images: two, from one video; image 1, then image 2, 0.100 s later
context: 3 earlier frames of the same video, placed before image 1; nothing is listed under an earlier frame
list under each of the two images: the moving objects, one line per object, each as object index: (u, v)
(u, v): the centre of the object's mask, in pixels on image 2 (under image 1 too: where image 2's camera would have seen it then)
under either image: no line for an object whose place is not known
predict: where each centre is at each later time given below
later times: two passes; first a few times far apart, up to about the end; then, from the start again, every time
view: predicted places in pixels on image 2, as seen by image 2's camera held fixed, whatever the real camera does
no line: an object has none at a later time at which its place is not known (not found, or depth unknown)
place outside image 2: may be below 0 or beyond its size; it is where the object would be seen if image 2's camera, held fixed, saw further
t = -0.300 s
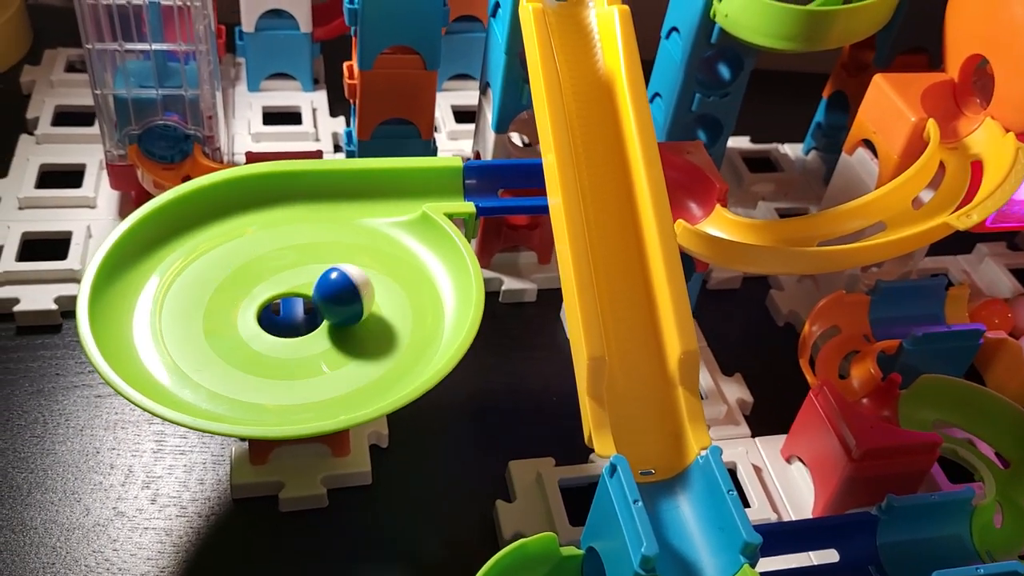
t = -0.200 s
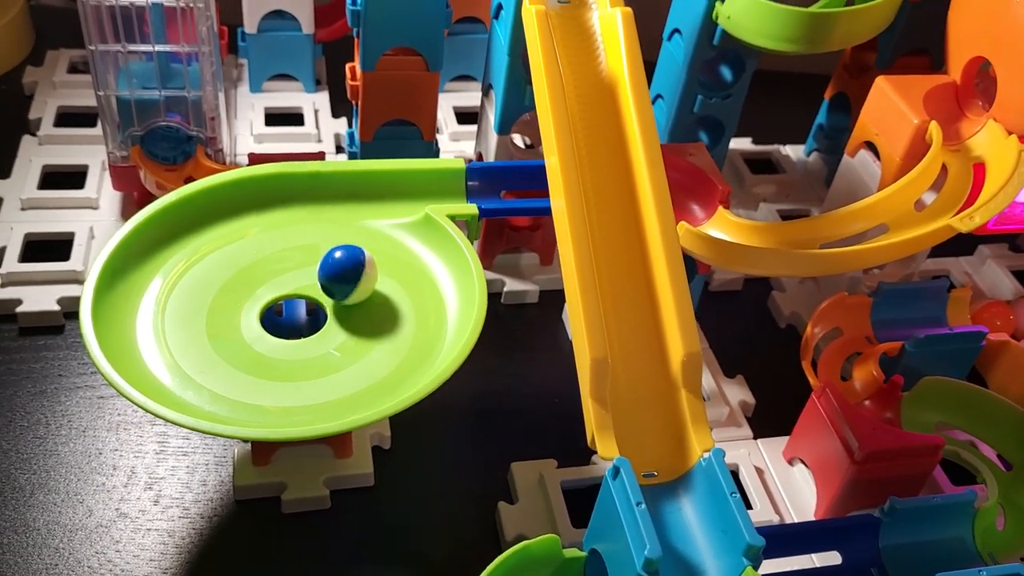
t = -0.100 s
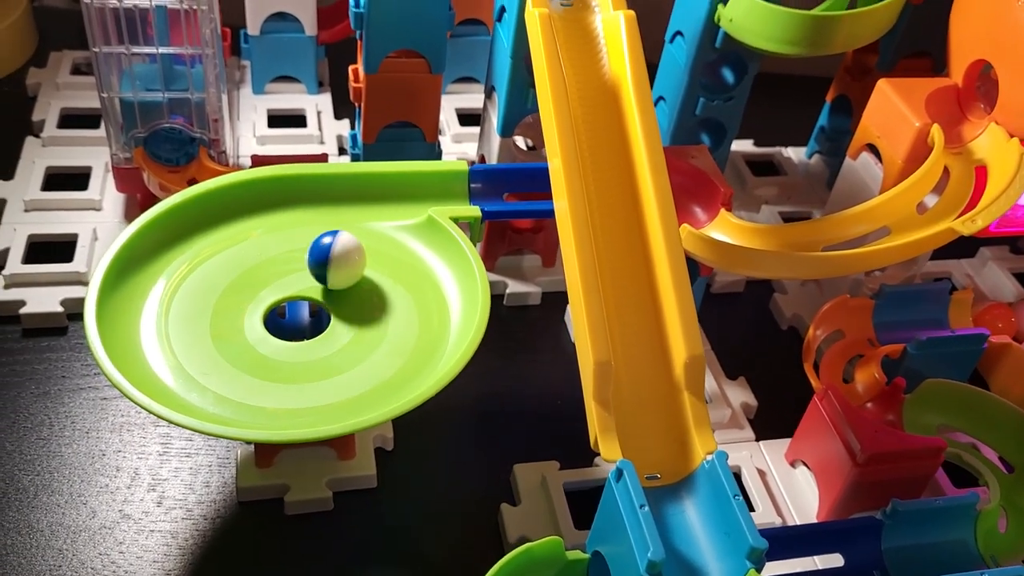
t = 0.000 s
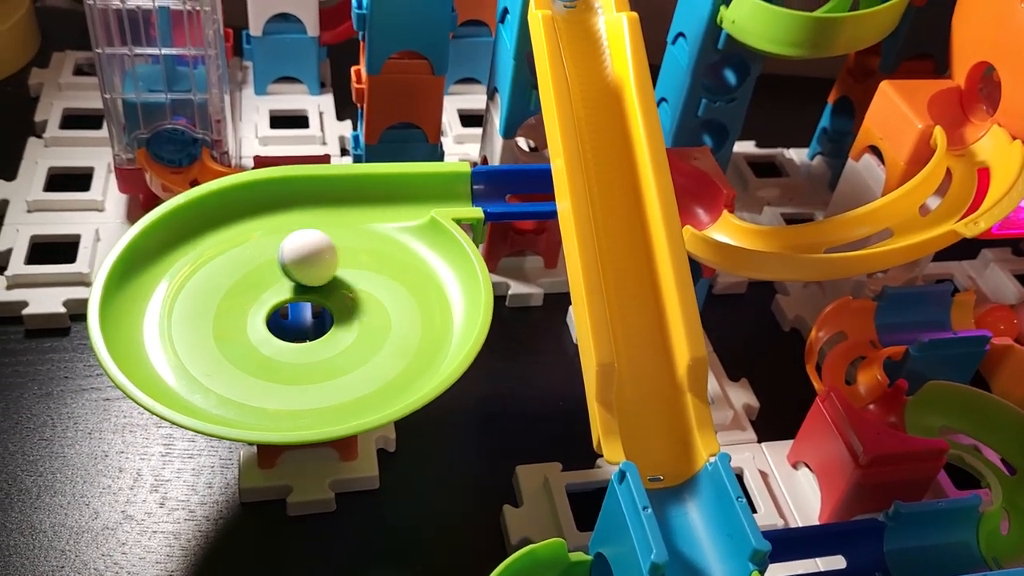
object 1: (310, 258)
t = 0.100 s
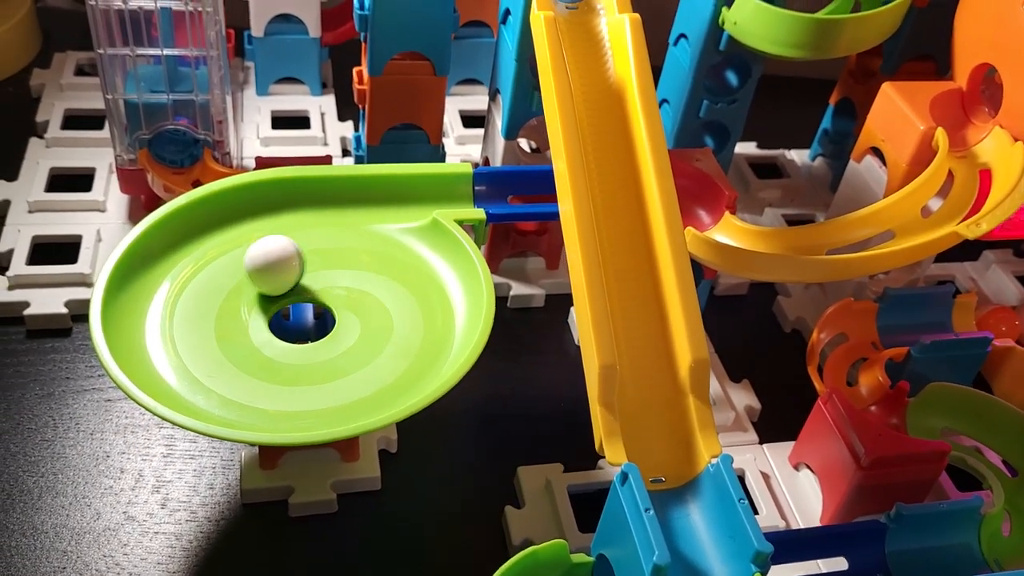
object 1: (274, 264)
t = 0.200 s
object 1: (241, 279)
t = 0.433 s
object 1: (228, 319)
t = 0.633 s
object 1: (298, 323)
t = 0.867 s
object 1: (366, 301)
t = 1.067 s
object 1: (339, 276)
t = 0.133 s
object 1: (262, 268)
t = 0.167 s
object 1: (251, 273)
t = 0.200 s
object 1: (241, 279)
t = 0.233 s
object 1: (233, 285)
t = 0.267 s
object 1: (226, 292)
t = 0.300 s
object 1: (222, 299)
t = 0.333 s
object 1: (219, 304)
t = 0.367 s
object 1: (220, 310)
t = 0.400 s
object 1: (223, 316)
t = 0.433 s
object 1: (228, 319)
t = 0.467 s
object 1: (235, 322)
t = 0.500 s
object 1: (245, 324)
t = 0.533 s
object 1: (258, 327)
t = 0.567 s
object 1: (271, 326)
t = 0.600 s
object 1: (284, 325)
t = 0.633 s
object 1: (298, 323)
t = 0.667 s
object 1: (307, 322)
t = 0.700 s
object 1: (318, 320)
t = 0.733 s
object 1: (331, 318)
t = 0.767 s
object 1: (342, 315)
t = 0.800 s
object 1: (352, 311)
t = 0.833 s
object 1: (360, 306)
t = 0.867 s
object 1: (366, 301)
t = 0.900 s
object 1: (367, 296)
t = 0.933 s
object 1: (366, 292)
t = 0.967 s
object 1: (363, 287)
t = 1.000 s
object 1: (357, 283)
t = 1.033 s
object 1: (349, 280)
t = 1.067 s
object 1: (339, 276)
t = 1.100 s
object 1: (329, 273)
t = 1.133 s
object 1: (318, 270)
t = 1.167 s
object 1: (307, 267)
